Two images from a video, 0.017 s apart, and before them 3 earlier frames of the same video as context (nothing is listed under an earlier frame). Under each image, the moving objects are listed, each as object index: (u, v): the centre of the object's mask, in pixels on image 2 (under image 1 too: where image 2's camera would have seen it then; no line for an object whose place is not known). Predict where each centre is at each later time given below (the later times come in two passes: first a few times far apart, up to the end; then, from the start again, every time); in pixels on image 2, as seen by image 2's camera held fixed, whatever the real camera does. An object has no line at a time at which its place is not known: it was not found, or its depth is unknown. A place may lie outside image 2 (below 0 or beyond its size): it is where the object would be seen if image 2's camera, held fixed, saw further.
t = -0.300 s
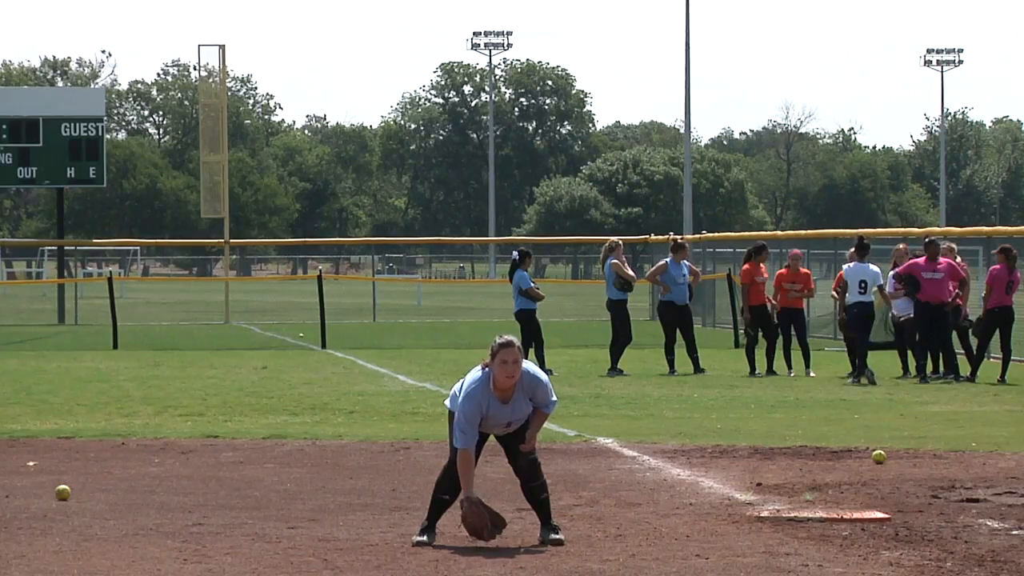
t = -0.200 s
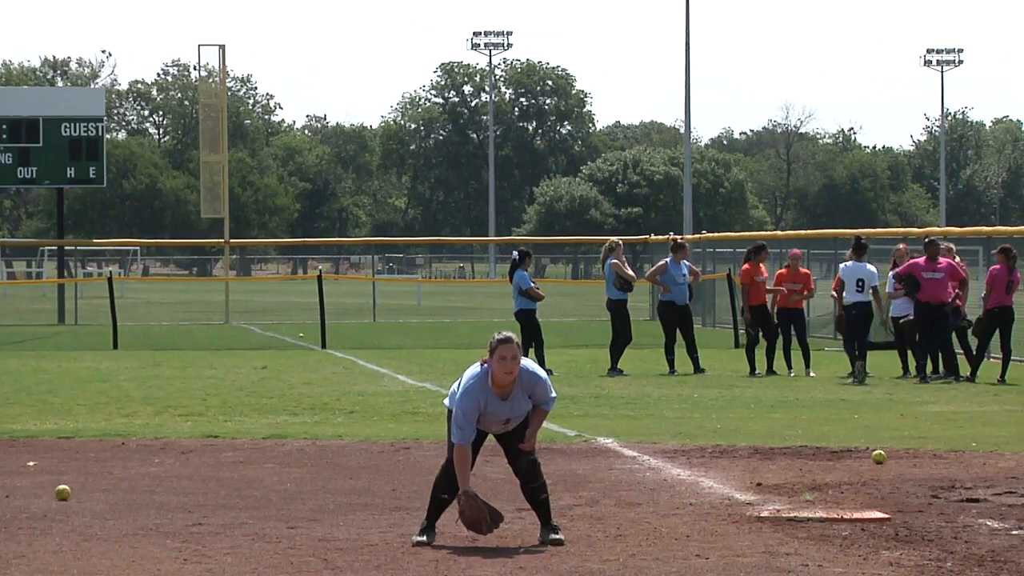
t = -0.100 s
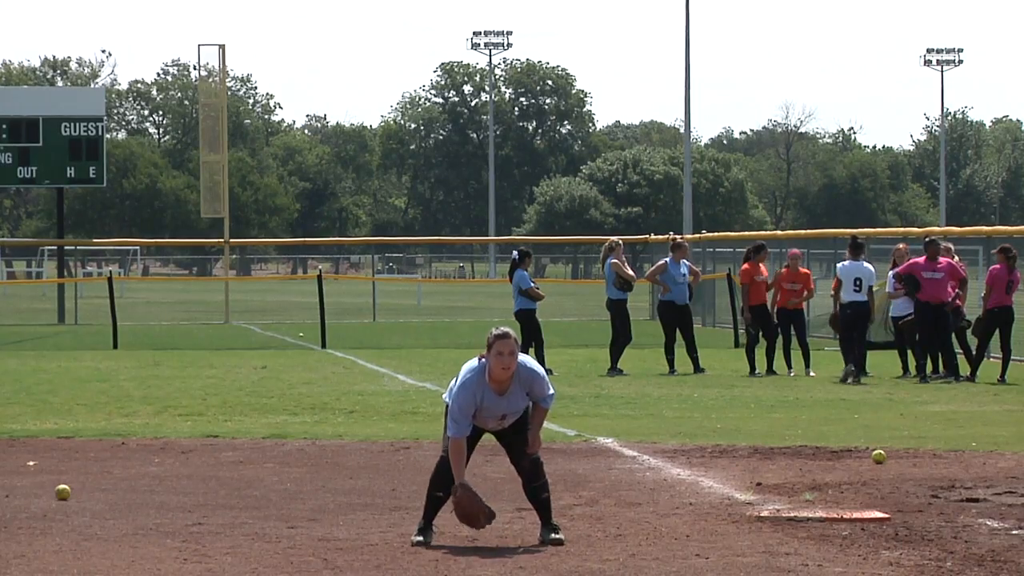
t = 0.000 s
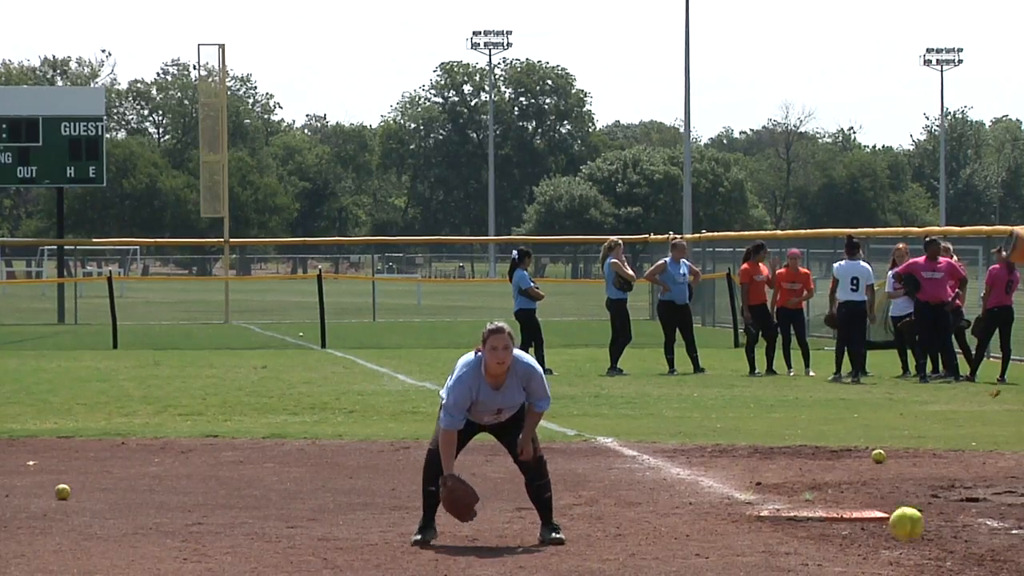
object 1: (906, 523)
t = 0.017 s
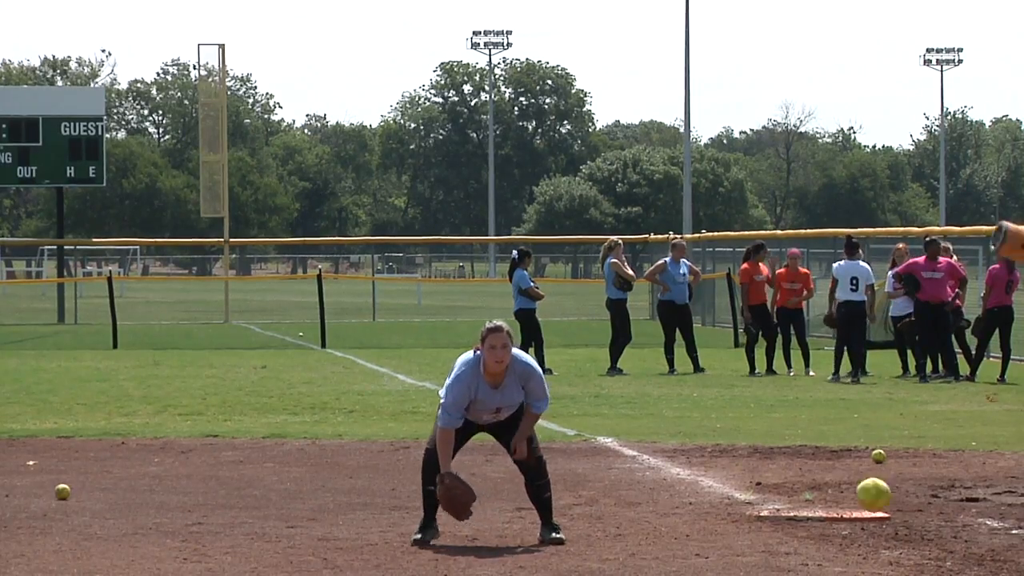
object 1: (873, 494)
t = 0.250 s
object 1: (507, 265)
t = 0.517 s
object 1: (221, 272)
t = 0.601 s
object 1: (147, 313)
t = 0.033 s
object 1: (842, 468)
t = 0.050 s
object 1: (811, 442)
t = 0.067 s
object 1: (781, 419)
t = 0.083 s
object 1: (752, 398)
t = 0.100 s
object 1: (724, 378)
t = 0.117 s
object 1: (698, 359)
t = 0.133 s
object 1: (672, 343)
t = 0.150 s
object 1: (646, 328)
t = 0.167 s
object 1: (621, 315)
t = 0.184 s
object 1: (597, 302)
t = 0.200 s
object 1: (574, 291)
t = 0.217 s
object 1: (550, 281)
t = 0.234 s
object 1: (528, 272)
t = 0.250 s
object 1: (507, 265)
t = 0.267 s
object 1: (485, 259)
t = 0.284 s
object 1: (464, 254)
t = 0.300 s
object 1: (445, 250)
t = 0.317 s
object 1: (426, 247)
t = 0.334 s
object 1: (406, 244)
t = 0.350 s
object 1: (387, 243)
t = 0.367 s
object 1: (369, 242)
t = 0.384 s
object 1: (352, 242)
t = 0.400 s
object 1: (334, 244)
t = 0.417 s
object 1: (317, 245)
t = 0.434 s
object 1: (300, 248)
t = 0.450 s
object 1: (284, 252)
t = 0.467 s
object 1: (267, 256)
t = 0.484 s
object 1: (252, 261)
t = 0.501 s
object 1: (237, 266)
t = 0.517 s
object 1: (221, 272)
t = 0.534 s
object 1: (206, 279)
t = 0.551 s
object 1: (191, 286)
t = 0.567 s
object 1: (176, 295)
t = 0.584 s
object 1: (161, 303)
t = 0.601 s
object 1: (147, 313)
